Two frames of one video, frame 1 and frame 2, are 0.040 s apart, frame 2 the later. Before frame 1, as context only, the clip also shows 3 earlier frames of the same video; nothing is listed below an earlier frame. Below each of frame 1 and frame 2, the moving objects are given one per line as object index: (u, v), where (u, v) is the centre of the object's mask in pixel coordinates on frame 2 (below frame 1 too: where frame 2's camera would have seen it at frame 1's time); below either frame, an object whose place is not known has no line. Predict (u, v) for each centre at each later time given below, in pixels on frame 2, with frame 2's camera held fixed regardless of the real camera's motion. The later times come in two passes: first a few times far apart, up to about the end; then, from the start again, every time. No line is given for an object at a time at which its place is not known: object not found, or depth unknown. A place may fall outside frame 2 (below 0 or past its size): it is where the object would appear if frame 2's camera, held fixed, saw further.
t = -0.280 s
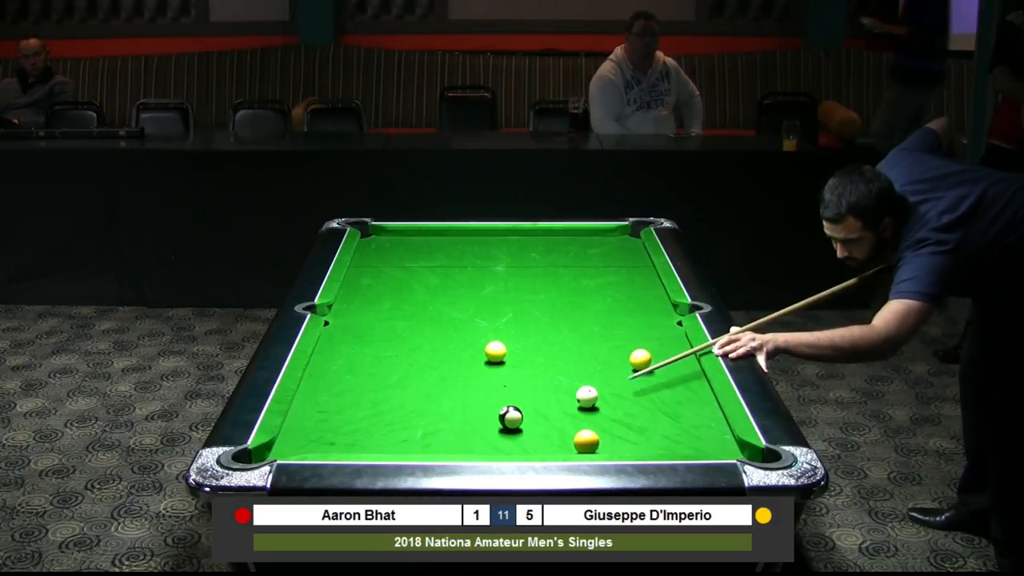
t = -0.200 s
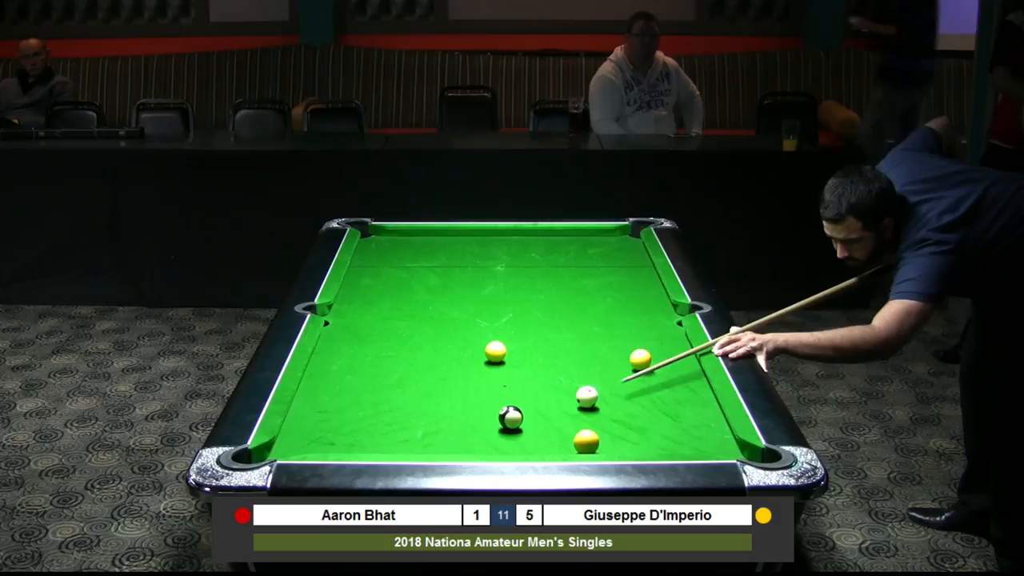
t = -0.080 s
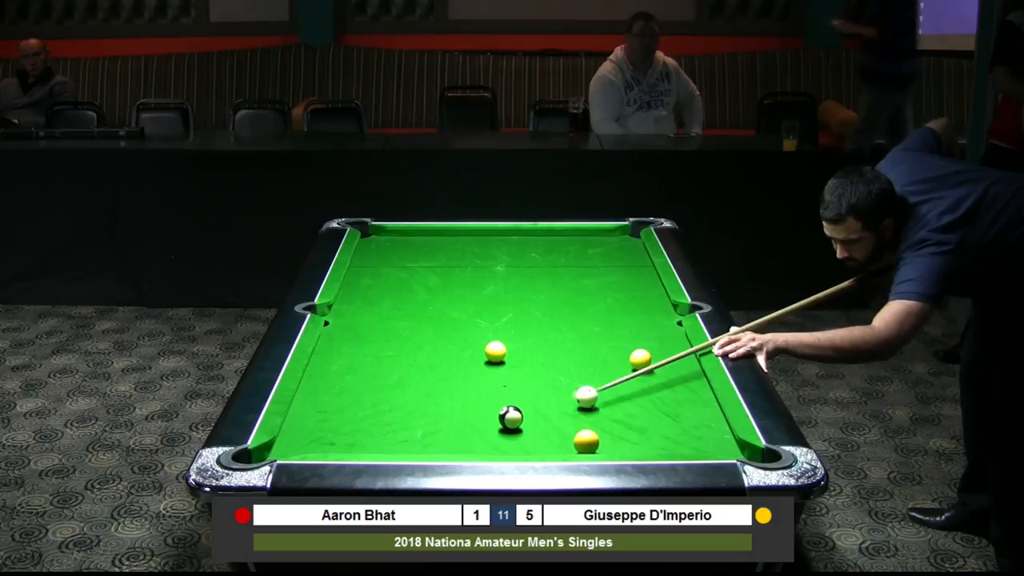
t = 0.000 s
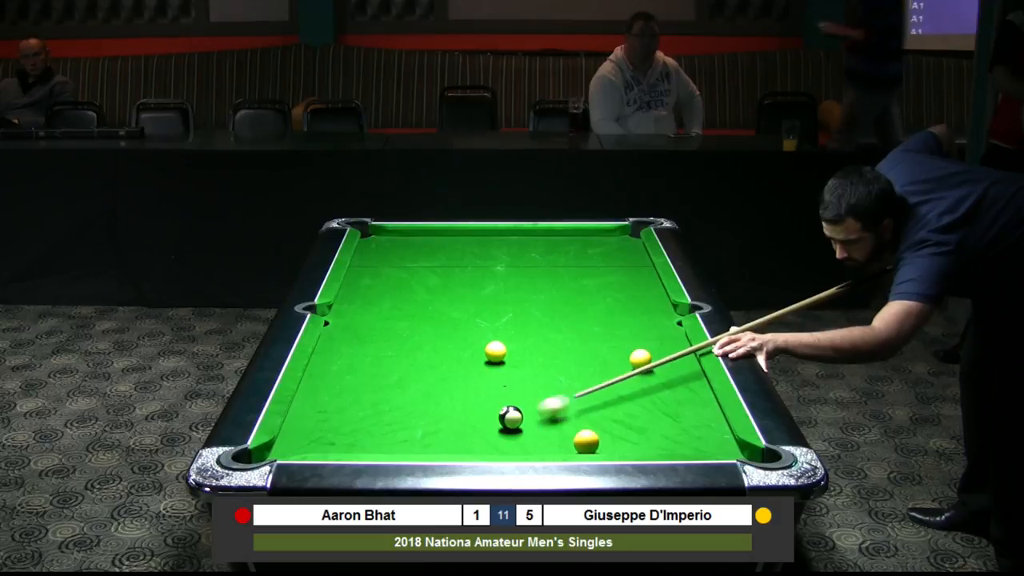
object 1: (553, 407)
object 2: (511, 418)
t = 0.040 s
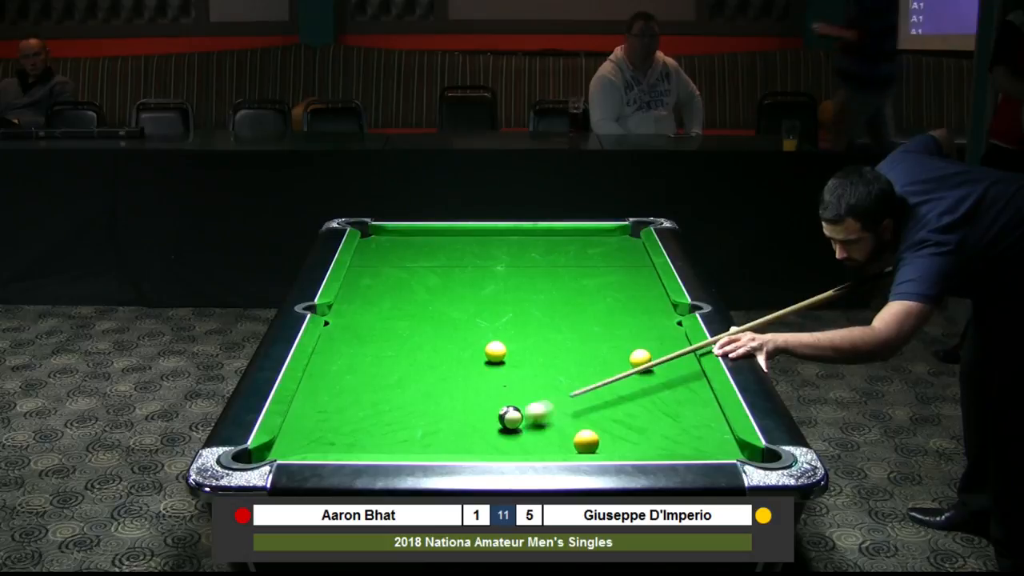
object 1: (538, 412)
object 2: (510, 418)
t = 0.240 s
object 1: (535, 426)
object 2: (448, 428)
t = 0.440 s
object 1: (532, 439)
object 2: (391, 438)
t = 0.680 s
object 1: (529, 448)
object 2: (322, 445)
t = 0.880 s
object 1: (527, 445)
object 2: (269, 455)
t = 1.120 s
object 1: (524, 440)
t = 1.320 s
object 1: (521, 435)
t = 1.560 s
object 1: (518, 430)
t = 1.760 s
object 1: (517, 426)
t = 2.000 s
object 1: (517, 424)
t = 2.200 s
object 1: (517, 422)
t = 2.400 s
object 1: (517, 422)
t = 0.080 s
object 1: (535, 416)
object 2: (498, 419)
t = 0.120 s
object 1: (536, 418)
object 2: (483, 422)
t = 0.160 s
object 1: (536, 421)
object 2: (471, 425)
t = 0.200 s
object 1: (536, 423)
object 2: (459, 426)
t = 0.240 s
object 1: (535, 426)
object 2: (448, 428)
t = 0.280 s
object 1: (534, 429)
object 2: (437, 430)
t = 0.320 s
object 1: (534, 431)
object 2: (426, 431)
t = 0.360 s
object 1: (533, 434)
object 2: (413, 434)
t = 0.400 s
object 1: (533, 437)
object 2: (402, 436)
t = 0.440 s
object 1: (532, 439)
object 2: (391, 438)
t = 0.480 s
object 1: (532, 441)
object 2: (380, 439)
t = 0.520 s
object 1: (531, 443)
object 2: (368, 441)
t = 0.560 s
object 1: (531, 445)
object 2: (358, 441)
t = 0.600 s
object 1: (530, 446)
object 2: (346, 443)
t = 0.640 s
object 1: (530, 447)
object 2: (334, 444)
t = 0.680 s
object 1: (529, 448)
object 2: (322, 445)
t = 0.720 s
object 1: (529, 448)
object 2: (311, 446)
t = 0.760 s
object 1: (528, 448)
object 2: (300, 447)
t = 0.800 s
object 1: (528, 447)
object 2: (289, 449)
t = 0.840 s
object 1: (527, 446)
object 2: (281, 451)
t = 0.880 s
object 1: (527, 445)
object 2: (269, 455)
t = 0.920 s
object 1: (526, 444)
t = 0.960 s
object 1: (526, 444)
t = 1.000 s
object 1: (525, 443)
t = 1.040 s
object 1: (525, 442)
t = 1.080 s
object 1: (524, 441)
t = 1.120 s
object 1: (524, 440)
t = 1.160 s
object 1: (523, 439)
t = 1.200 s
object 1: (523, 438)
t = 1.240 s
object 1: (522, 437)
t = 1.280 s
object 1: (521, 436)
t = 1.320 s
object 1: (521, 435)
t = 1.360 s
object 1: (520, 434)
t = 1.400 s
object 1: (520, 433)
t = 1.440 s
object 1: (520, 432)
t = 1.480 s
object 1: (519, 431)
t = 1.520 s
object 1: (519, 431)
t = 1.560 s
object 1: (518, 430)
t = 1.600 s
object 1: (518, 429)
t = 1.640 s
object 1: (518, 428)
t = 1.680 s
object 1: (518, 428)
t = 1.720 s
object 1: (517, 427)
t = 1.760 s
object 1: (517, 426)
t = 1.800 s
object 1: (517, 426)
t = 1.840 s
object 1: (517, 426)
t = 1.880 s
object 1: (517, 425)
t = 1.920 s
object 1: (517, 425)
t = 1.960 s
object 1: (517, 424)
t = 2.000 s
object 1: (517, 424)
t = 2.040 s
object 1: (517, 424)
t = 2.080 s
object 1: (517, 423)
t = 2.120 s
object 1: (517, 423)
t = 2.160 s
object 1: (517, 423)
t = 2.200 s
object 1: (517, 422)
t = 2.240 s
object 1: (517, 422)
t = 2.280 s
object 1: (517, 422)
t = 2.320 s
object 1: (517, 422)
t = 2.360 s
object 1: (517, 422)
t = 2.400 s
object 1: (517, 422)
